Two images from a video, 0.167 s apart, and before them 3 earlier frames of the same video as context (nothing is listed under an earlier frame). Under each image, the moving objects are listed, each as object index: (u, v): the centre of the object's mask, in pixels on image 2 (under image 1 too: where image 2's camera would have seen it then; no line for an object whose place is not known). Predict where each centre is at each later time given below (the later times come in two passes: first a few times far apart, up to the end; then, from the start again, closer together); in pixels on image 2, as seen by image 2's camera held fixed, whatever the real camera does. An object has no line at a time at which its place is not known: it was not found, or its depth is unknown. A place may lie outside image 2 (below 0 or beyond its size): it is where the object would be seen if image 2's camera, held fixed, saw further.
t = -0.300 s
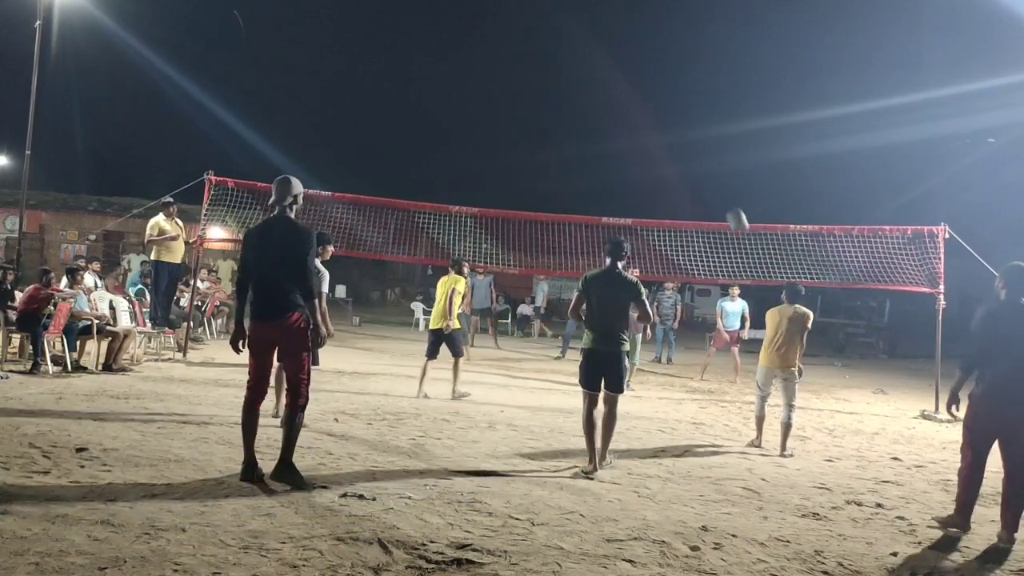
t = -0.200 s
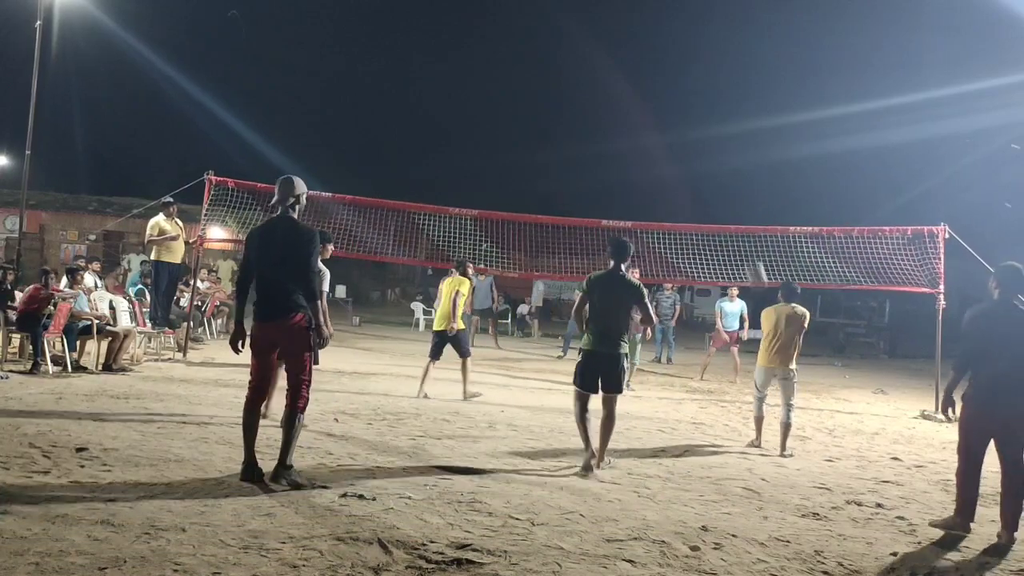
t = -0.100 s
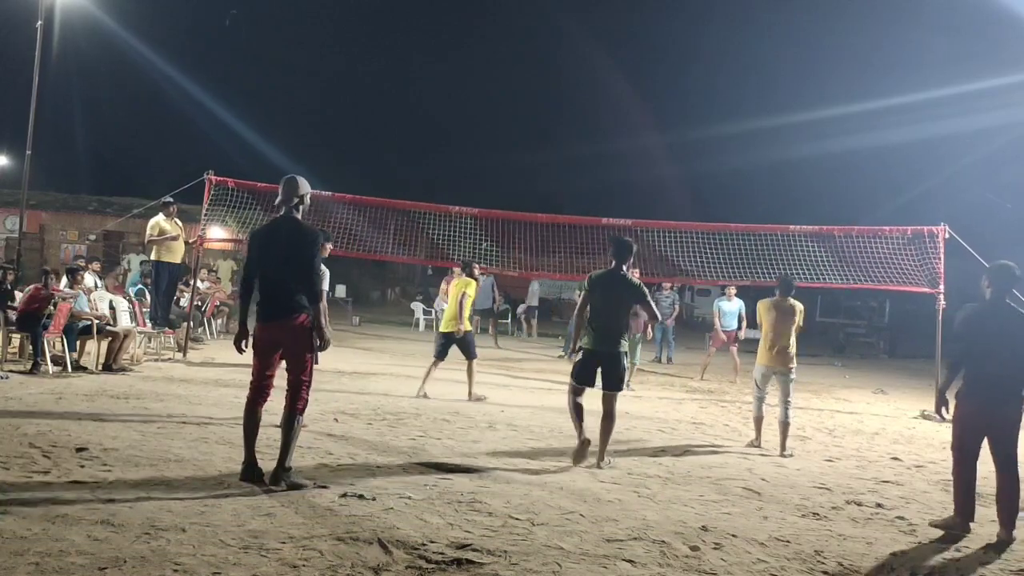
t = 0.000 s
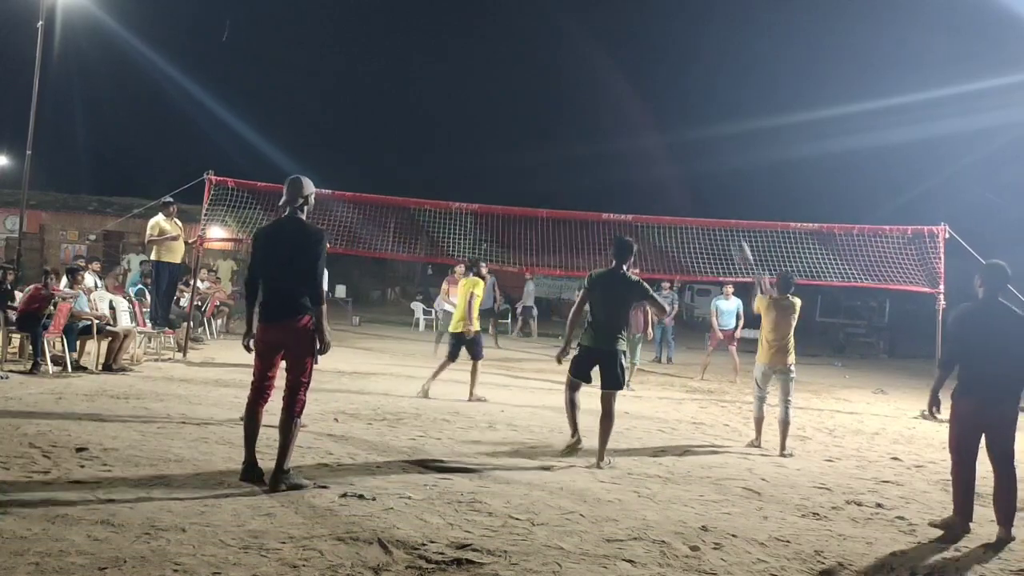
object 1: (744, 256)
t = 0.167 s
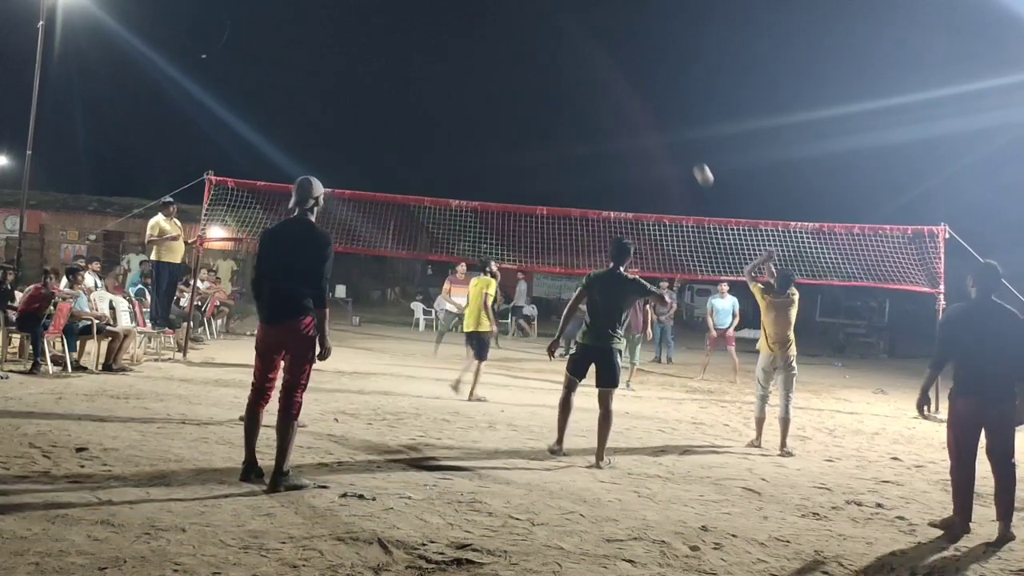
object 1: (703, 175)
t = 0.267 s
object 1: (682, 144)
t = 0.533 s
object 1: (635, 112)
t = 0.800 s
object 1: (596, 132)
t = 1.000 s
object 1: (570, 170)
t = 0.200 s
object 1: (696, 164)
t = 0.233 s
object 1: (689, 152)
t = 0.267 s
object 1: (682, 144)
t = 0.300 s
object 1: (675, 137)
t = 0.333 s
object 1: (669, 131)
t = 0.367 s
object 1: (663, 125)
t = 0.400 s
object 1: (657, 121)
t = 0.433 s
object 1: (652, 118)
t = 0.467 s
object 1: (646, 115)
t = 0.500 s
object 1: (640, 113)
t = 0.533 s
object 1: (635, 112)
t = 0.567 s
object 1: (629, 113)
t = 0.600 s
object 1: (624, 114)
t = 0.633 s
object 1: (619, 115)
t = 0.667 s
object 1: (614, 118)
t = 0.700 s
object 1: (610, 120)
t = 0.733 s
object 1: (605, 124)
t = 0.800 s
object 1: (596, 132)
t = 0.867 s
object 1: (587, 143)
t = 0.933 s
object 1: (578, 156)
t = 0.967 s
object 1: (574, 163)
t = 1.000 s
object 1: (570, 170)
